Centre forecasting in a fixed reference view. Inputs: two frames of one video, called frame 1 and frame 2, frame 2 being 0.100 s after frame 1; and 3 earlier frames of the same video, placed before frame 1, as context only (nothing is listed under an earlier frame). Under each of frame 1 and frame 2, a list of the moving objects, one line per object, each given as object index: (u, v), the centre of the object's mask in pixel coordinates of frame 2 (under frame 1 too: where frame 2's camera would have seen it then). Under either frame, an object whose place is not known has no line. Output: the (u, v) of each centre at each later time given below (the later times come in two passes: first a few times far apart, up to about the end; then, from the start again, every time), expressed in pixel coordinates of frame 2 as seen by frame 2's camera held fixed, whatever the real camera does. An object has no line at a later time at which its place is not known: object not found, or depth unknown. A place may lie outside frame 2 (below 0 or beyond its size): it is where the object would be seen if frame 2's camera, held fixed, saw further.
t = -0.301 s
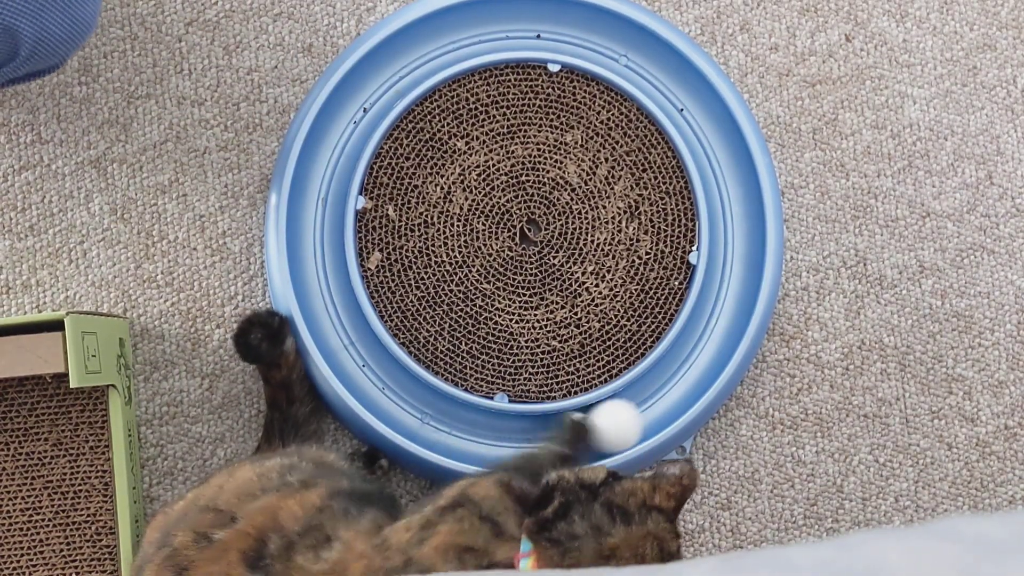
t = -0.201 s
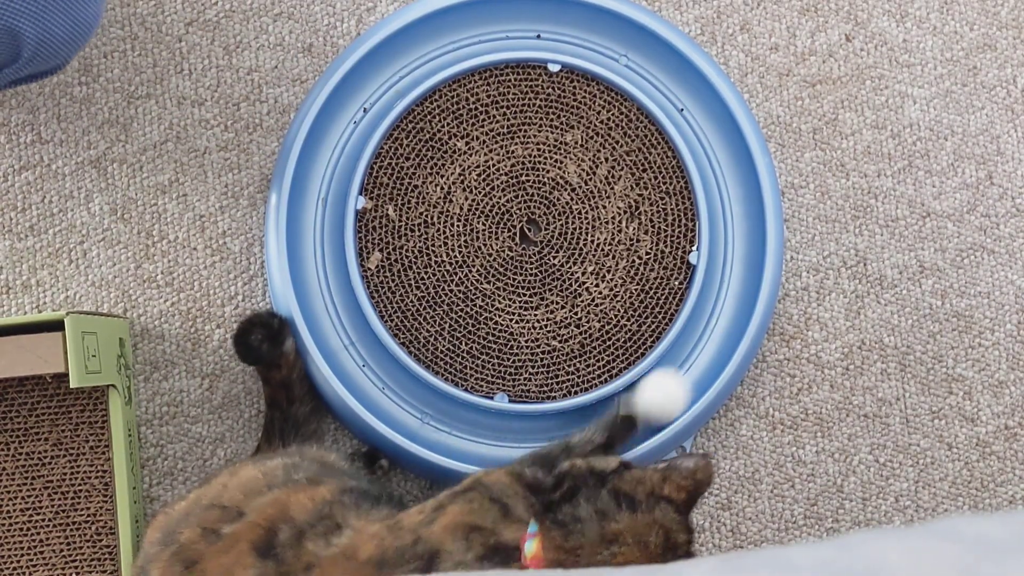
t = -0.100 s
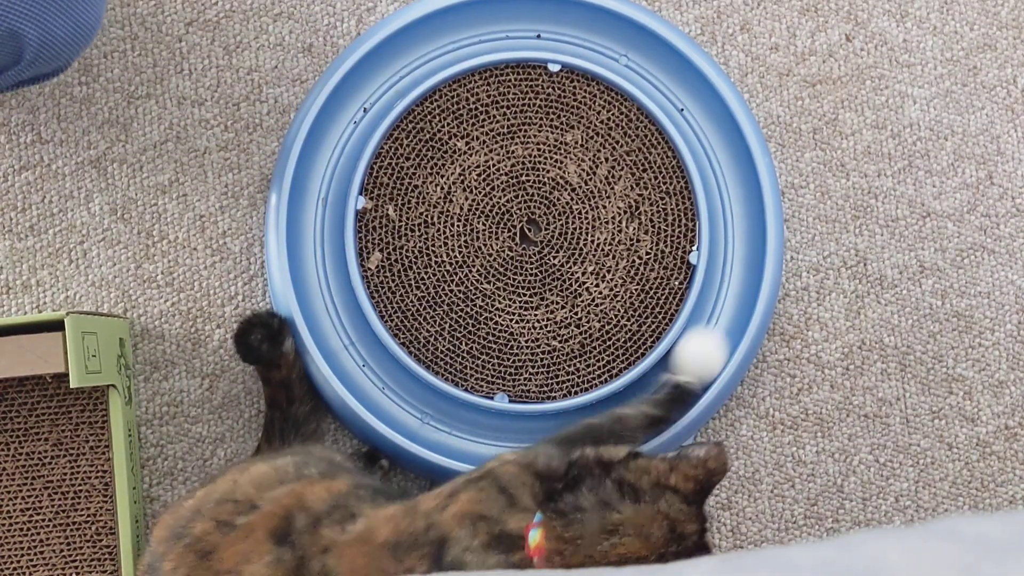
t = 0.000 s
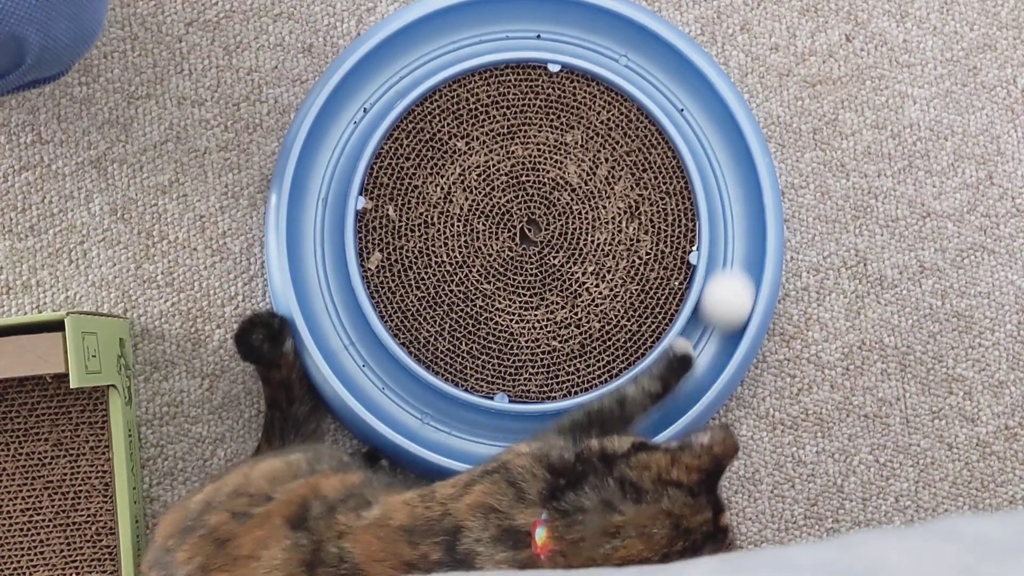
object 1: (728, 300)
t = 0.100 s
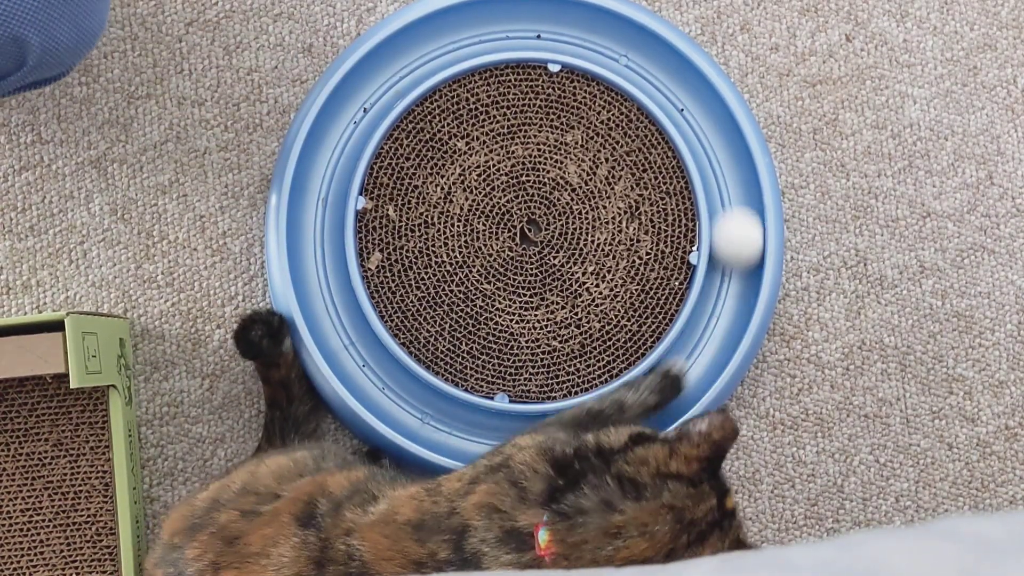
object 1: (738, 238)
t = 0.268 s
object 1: (716, 140)
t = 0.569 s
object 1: (586, 32)
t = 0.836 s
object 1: (447, 38)
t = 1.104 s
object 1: (346, 122)
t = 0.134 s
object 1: (737, 218)
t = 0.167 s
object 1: (735, 197)
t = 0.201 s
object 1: (730, 177)
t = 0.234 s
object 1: (723, 159)
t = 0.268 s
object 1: (716, 140)
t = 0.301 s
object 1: (707, 122)
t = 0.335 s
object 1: (695, 107)
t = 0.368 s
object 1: (681, 91)
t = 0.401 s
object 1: (669, 78)
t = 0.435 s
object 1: (654, 66)
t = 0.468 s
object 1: (637, 56)
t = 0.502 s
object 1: (622, 46)
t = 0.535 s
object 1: (604, 39)
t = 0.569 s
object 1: (586, 32)
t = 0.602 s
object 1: (569, 27)
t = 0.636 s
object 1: (550, 25)
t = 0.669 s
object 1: (532, 24)
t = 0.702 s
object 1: (515, 24)
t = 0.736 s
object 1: (498, 25)
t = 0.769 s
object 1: (480, 28)
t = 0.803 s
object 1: (463, 32)
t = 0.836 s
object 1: (447, 38)
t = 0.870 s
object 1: (431, 45)
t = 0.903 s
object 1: (415, 54)
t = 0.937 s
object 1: (402, 63)
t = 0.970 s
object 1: (388, 73)
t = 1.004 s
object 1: (376, 84)
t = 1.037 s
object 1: (365, 97)
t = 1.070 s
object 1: (355, 109)
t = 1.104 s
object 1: (346, 122)
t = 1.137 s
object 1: (338, 136)
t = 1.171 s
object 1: (331, 150)
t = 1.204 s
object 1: (325, 165)
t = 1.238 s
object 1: (321, 180)
